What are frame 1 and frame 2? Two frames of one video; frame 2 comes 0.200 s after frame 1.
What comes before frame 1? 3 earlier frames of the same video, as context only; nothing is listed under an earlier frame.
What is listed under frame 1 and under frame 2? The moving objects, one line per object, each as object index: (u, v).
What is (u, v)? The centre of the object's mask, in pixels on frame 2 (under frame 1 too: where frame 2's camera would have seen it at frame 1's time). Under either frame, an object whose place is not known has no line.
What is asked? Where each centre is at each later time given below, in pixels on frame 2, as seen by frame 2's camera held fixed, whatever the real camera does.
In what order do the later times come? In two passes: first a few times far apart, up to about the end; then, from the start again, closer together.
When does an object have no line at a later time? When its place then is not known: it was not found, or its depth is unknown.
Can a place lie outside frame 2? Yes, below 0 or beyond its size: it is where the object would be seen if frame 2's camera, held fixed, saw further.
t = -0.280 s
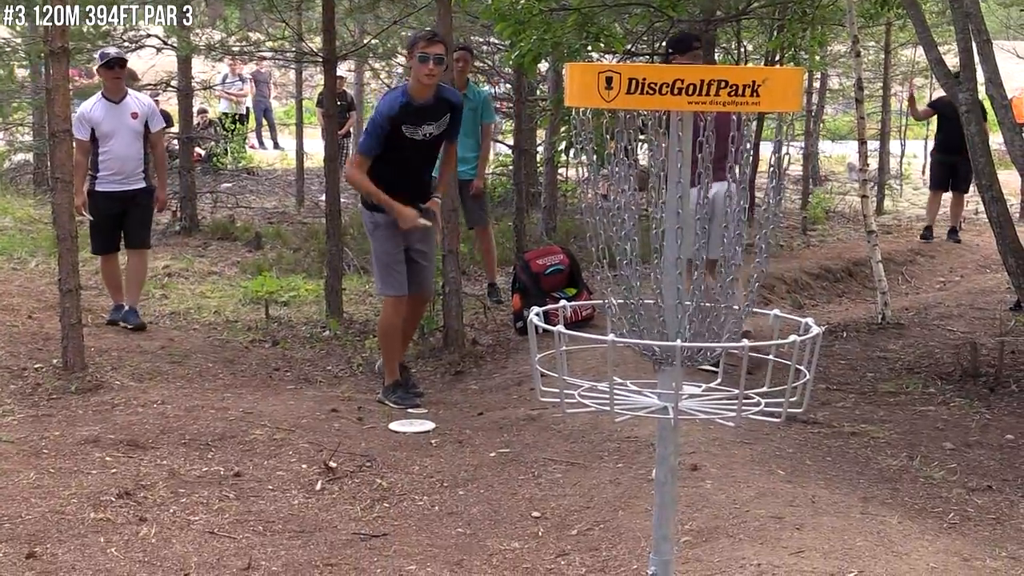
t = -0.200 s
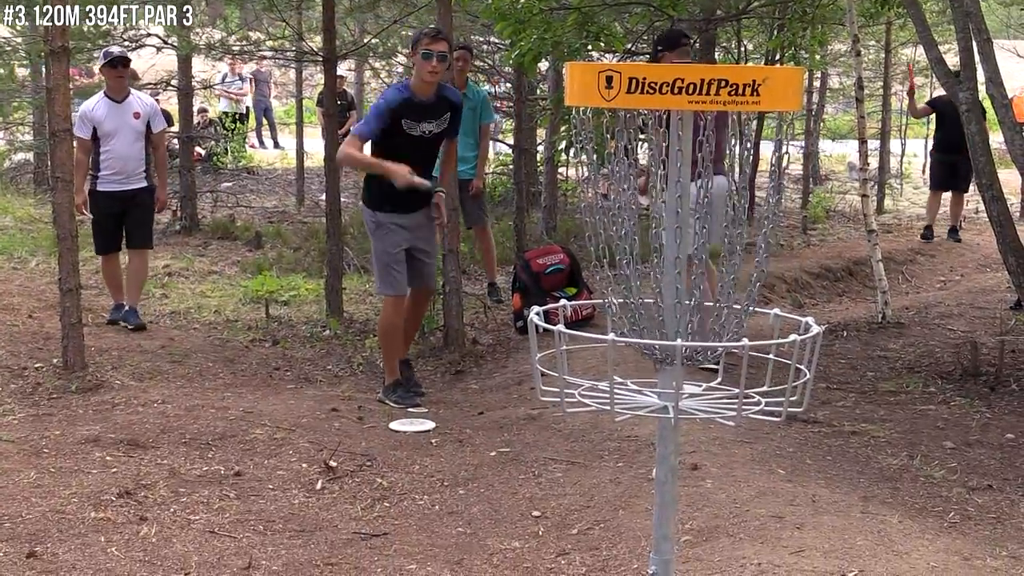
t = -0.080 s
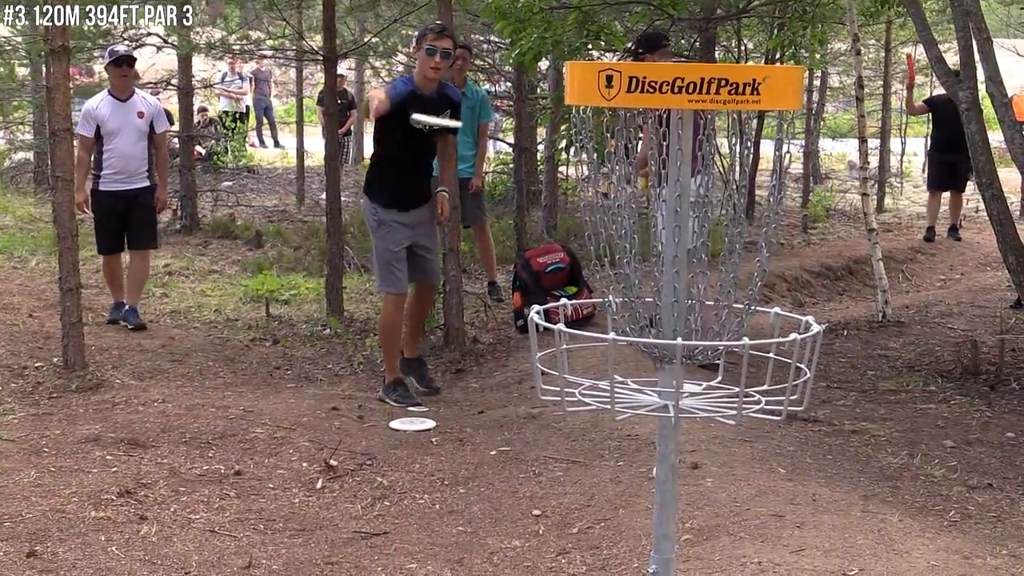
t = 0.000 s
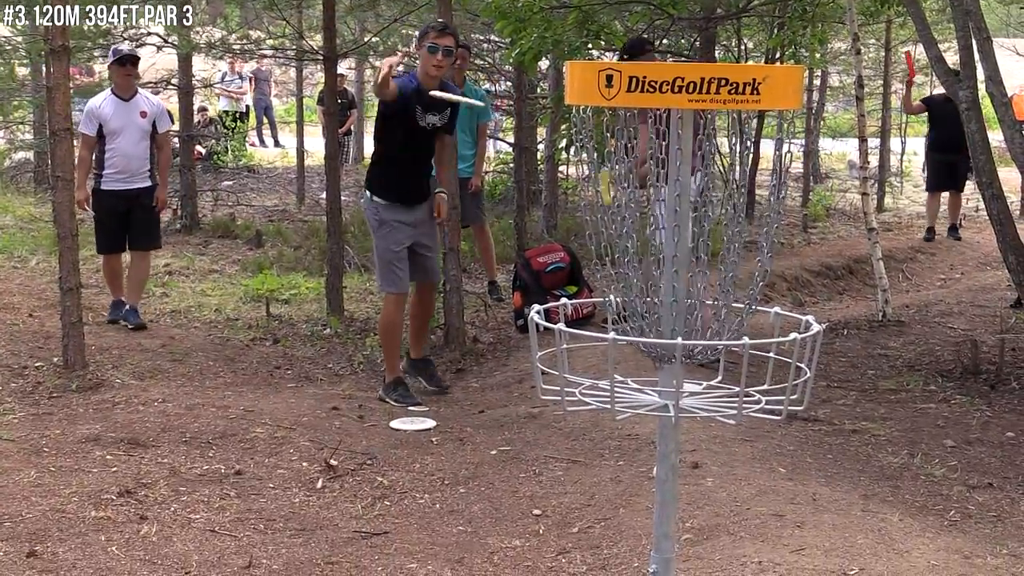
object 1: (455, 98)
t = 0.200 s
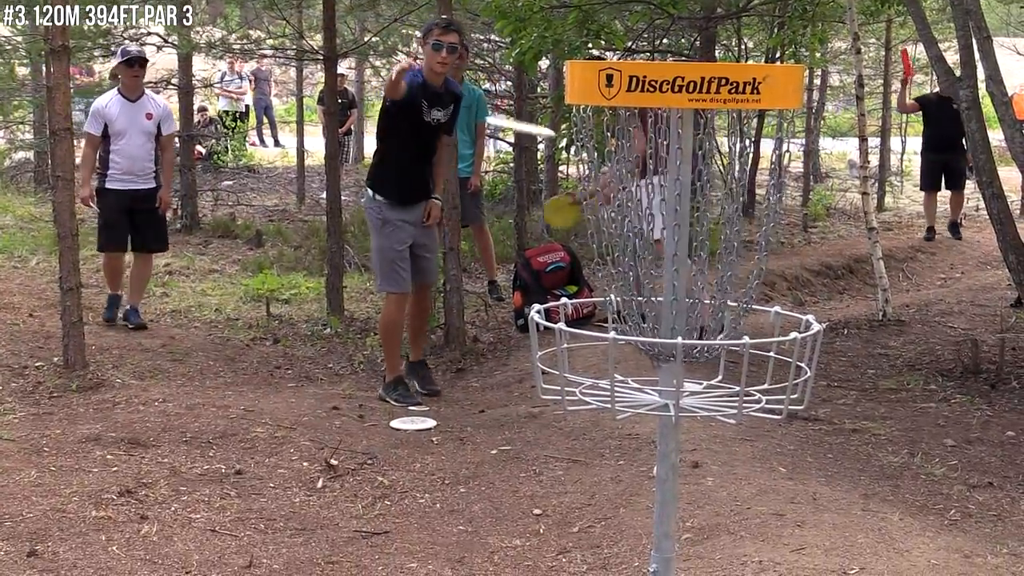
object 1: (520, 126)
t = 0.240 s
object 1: (541, 149)
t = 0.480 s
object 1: (599, 299)
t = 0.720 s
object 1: (598, 369)
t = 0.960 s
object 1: (615, 391)
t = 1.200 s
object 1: (619, 398)
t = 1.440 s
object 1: (620, 398)
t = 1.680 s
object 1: (620, 398)
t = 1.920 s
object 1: (620, 398)
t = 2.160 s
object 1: (620, 398)
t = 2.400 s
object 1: (620, 396)
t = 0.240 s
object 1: (541, 149)
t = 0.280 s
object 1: (553, 175)
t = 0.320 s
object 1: (566, 209)
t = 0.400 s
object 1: (593, 273)
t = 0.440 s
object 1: (598, 288)
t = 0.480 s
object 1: (599, 299)
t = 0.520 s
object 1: (601, 319)
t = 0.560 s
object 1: (605, 342)
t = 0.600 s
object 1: (605, 361)
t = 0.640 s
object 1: (603, 369)
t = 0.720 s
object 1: (598, 369)
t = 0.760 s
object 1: (601, 377)
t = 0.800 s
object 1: (606, 386)
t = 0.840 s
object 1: (614, 391)
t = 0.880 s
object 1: (615, 391)
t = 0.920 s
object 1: (615, 388)
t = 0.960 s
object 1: (615, 391)
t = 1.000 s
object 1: (617, 396)
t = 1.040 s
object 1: (617, 396)
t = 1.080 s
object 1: (618, 397)
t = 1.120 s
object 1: (618, 398)
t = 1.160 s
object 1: (618, 398)
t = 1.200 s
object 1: (619, 398)
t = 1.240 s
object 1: (619, 398)
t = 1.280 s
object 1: (619, 398)
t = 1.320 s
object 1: (620, 398)
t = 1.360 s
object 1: (620, 398)
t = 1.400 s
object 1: (620, 398)
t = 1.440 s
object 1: (620, 398)
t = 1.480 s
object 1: (620, 398)
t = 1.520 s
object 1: (620, 398)
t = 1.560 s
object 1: (620, 398)
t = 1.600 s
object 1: (620, 398)
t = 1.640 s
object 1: (620, 398)
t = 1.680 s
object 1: (620, 398)
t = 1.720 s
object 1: (620, 398)
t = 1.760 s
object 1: (620, 398)
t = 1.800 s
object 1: (620, 398)
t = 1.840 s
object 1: (620, 398)
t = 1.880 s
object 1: (620, 398)
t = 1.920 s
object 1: (620, 398)
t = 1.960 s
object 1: (620, 398)
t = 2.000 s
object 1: (620, 397)
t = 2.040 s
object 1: (620, 398)
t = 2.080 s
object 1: (620, 398)
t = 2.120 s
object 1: (619, 398)
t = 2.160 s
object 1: (620, 398)
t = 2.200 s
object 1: (620, 398)
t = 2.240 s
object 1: (620, 397)
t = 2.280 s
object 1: (620, 397)
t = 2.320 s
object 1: (620, 396)
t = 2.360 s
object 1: (620, 396)
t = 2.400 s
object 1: (620, 396)
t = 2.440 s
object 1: (621, 395)
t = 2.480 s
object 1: (621, 395)
